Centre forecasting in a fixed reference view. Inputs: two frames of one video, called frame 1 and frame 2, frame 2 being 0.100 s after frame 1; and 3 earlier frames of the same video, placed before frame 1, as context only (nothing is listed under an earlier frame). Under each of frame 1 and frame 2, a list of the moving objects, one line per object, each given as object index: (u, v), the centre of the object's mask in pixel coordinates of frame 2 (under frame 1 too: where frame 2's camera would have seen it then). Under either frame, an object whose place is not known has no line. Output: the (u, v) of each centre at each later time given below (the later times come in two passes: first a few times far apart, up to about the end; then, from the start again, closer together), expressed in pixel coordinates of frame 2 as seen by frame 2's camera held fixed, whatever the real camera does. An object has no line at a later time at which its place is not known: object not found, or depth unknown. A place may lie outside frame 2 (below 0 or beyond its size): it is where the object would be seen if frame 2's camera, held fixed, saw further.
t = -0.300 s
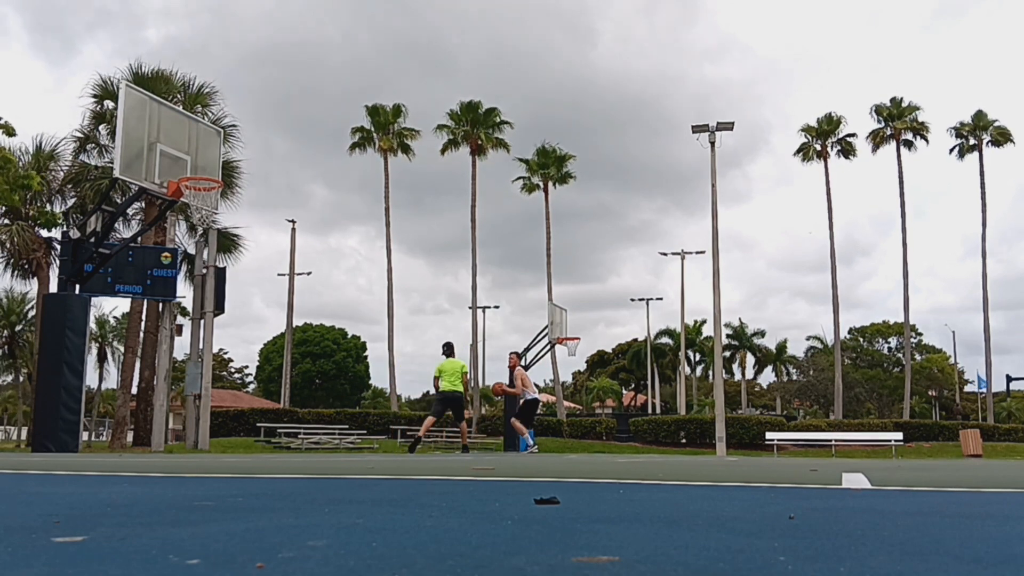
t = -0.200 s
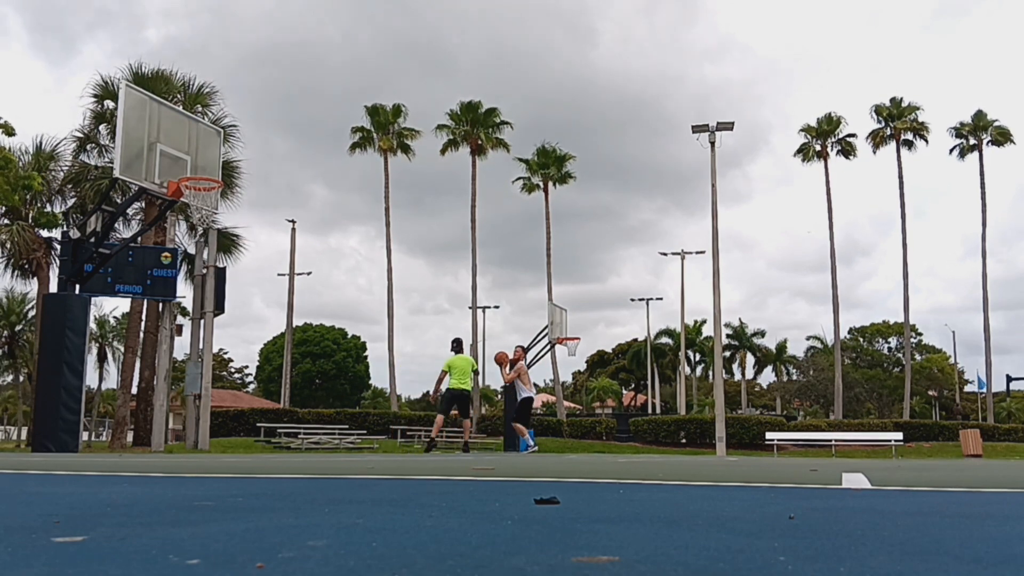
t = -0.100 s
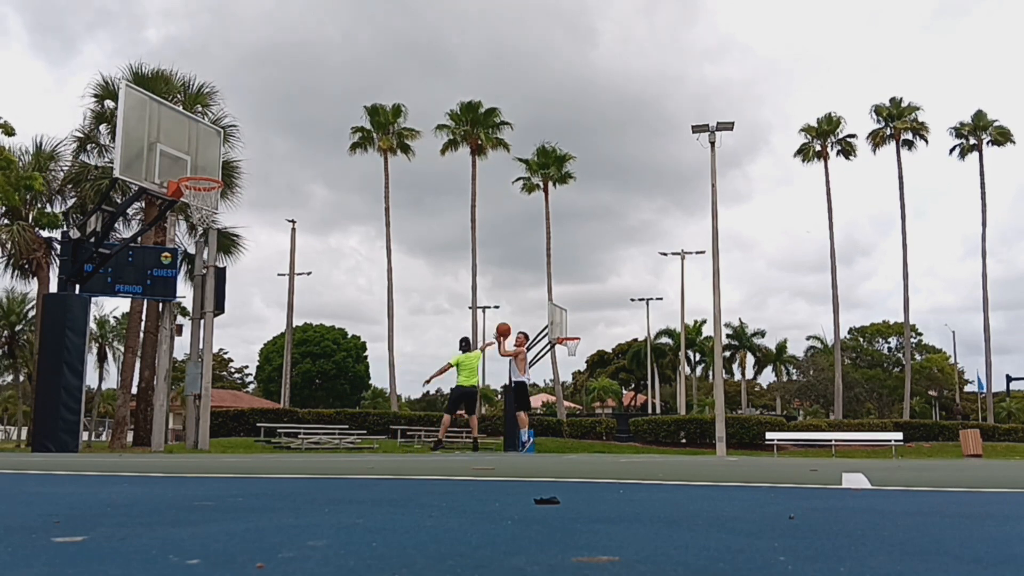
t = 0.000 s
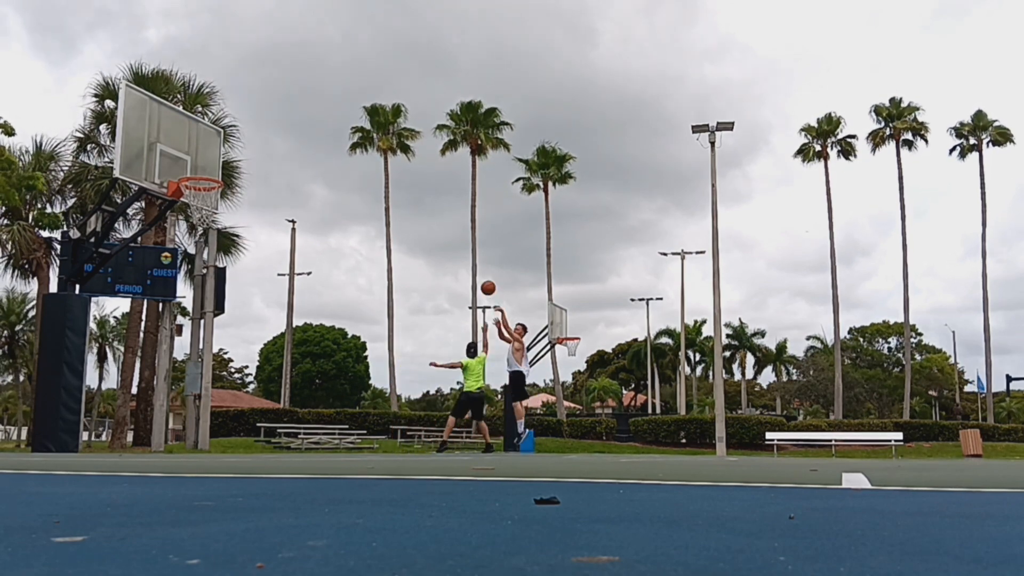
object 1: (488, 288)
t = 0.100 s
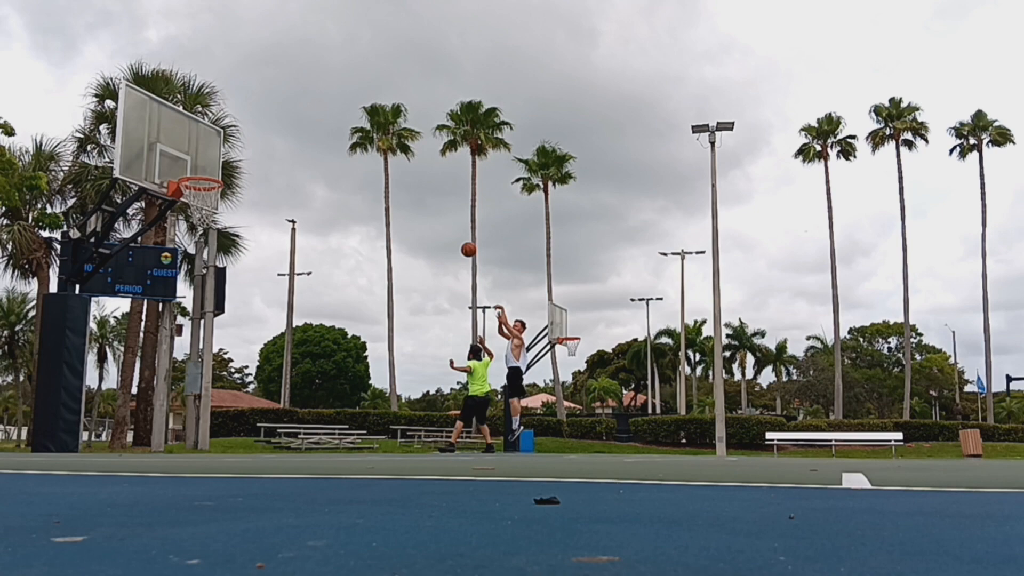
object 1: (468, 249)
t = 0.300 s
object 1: (427, 187)
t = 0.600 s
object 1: (357, 134)
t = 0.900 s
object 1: (273, 139)
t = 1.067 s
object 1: (221, 173)
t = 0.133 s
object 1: (462, 237)
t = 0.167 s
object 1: (455, 226)
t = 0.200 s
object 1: (448, 215)
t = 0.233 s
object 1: (441, 205)
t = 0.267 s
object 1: (434, 196)
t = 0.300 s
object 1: (427, 187)
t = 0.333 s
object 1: (419, 179)
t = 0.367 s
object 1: (412, 171)
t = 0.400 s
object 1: (405, 164)
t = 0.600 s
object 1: (357, 134)
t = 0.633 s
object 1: (348, 131)
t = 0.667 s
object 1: (339, 129)
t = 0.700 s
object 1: (330, 128)
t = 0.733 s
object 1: (321, 128)
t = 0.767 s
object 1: (312, 128)
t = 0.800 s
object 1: (303, 129)
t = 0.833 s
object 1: (293, 132)
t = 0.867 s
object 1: (283, 135)
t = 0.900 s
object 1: (273, 139)
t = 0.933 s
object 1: (263, 144)
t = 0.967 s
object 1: (253, 150)
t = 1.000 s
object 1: (242, 157)
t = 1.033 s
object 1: (232, 165)
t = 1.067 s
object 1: (221, 173)
